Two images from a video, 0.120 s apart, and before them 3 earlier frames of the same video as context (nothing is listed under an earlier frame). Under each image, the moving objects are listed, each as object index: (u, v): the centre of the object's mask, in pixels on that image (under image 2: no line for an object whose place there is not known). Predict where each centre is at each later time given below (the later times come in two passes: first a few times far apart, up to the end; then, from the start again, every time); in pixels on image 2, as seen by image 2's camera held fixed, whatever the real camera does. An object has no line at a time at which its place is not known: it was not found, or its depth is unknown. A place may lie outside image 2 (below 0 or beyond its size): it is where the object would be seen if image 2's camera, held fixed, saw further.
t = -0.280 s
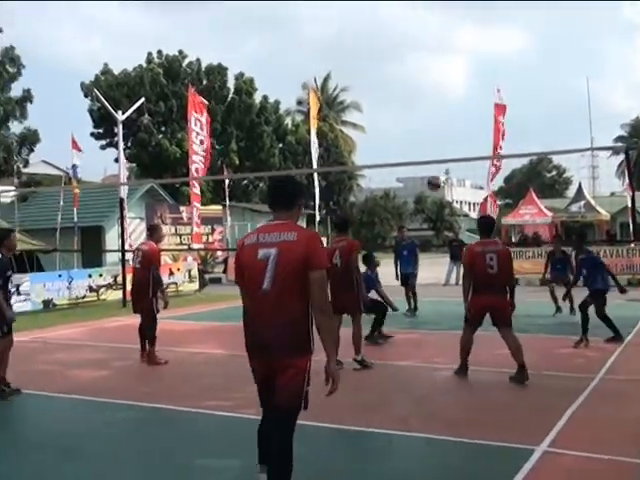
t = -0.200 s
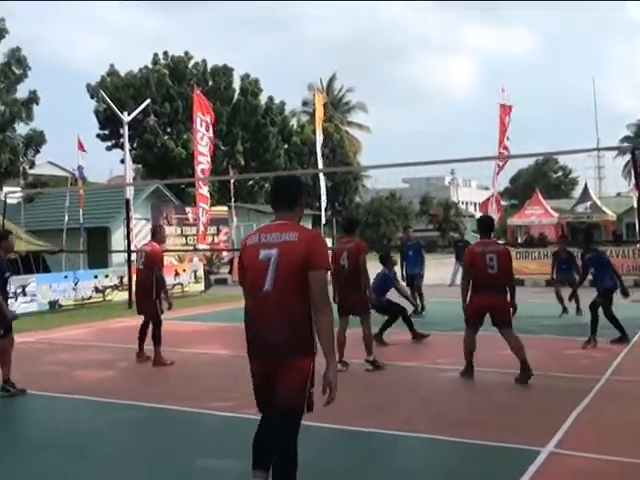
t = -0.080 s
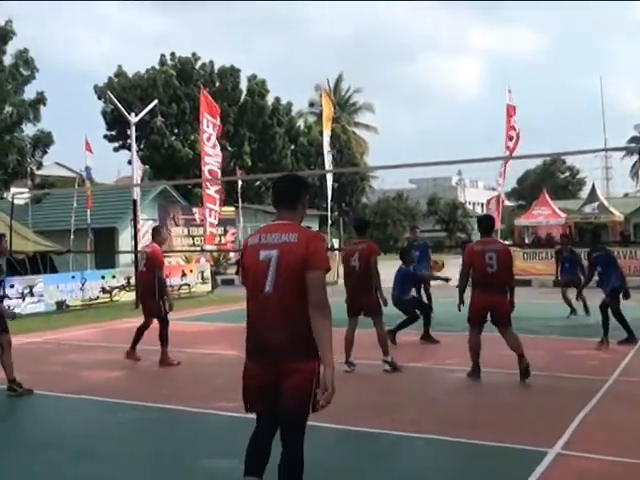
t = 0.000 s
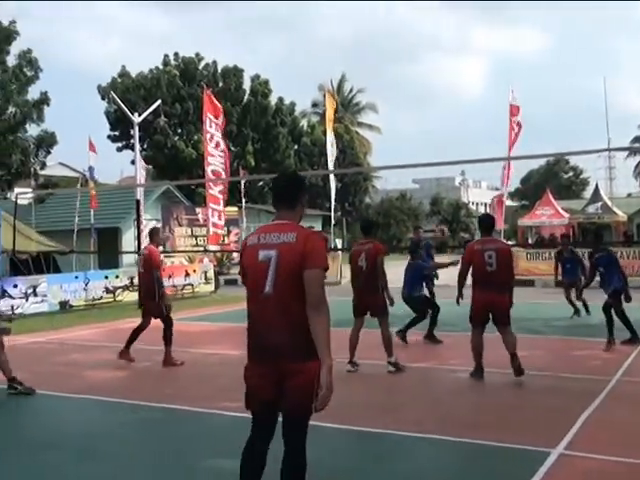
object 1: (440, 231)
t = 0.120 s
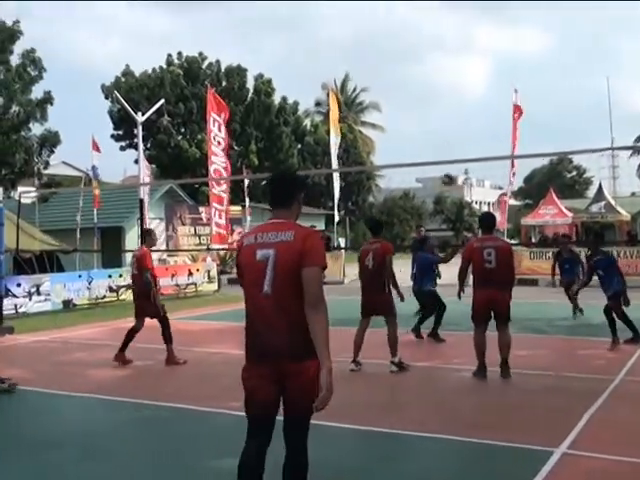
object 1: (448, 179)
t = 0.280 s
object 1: (454, 122)
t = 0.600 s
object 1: (463, 61)
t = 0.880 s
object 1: (475, 67)
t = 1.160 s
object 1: (486, 129)
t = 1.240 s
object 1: (490, 156)
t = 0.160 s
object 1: (450, 164)
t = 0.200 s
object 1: (451, 149)
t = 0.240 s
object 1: (452, 135)
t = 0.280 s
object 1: (454, 122)
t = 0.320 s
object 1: (455, 111)
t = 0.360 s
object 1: (456, 100)
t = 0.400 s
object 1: (457, 91)
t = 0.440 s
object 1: (459, 83)
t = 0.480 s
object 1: (460, 76)
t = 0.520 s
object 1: (461, 70)
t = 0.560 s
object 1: (462, 65)
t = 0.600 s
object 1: (463, 61)
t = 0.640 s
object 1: (465, 59)
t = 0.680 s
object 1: (466, 58)
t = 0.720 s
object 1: (468, 58)
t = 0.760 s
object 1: (470, 58)
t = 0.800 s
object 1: (472, 60)
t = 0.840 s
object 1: (473, 62)
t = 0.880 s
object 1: (475, 67)
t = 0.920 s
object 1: (477, 72)
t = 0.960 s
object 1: (478, 78)
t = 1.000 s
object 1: (479, 86)
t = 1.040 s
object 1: (481, 95)
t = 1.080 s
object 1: (483, 105)
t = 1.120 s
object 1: (484, 116)
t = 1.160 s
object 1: (486, 129)
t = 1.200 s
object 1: (488, 142)
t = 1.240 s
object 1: (490, 156)
